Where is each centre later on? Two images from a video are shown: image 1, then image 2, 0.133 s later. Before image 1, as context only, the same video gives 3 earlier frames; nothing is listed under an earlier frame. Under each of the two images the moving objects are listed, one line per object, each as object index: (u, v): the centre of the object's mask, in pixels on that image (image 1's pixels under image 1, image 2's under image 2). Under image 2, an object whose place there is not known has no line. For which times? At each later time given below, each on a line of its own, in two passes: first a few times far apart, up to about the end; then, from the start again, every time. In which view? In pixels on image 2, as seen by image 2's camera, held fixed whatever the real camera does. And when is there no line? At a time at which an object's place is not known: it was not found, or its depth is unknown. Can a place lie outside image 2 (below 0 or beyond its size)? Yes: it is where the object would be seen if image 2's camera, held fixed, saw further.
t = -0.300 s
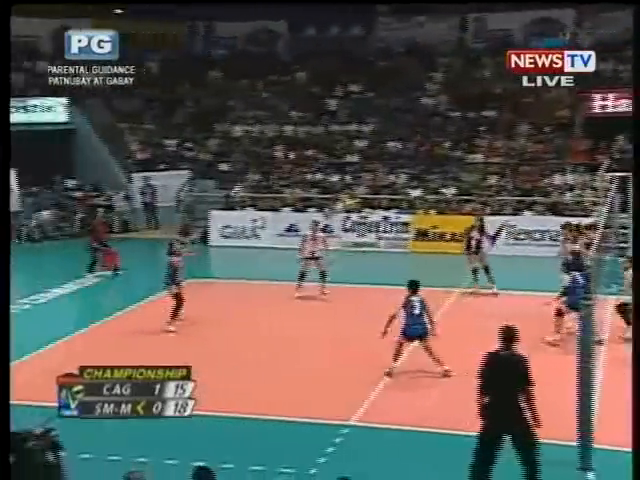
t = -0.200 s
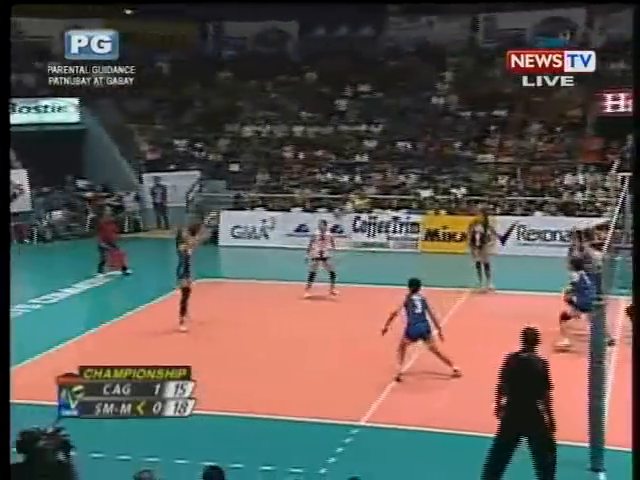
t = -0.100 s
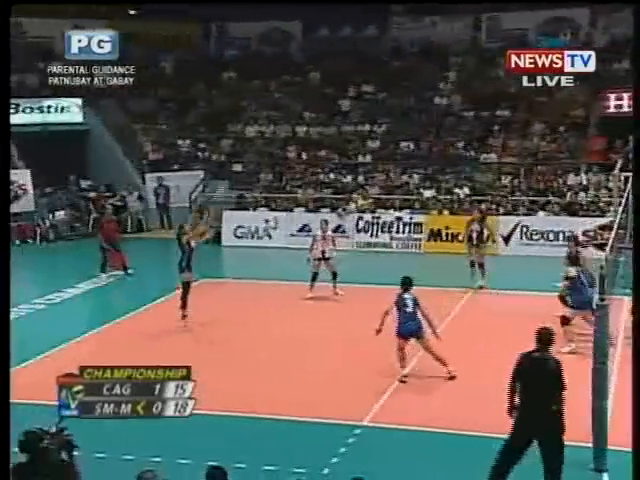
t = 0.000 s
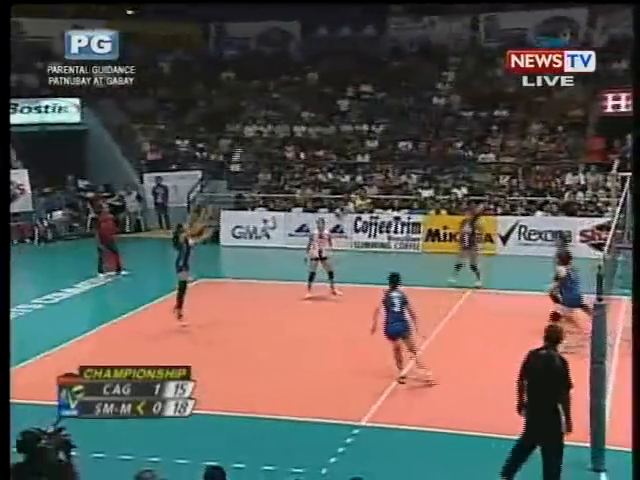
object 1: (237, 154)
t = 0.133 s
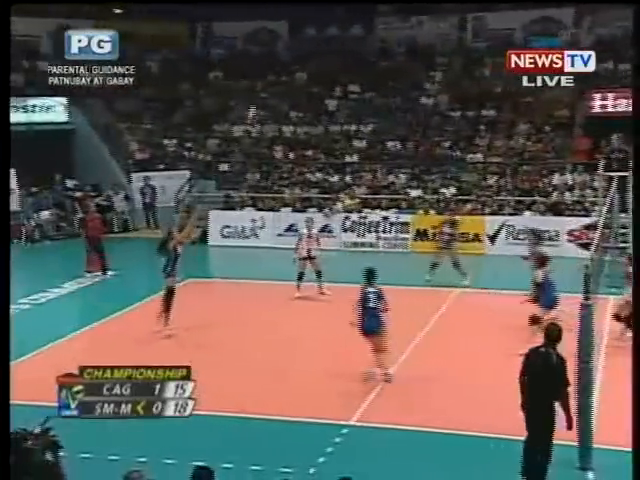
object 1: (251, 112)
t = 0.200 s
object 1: (265, 96)
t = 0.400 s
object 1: (303, 61)
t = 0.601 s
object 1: (342, 50)
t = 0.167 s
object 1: (258, 105)
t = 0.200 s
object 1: (265, 96)
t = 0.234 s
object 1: (271, 89)
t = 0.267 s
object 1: (277, 82)
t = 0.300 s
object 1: (284, 76)
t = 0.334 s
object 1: (290, 71)
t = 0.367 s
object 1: (296, 66)
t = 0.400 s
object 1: (303, 61)
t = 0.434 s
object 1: (308, 56)
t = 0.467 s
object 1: (315, 54)
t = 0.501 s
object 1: (321, 52)
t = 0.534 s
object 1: (329, 51)
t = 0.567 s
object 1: (335, 50)
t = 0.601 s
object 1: (342, 50)
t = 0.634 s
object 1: (349, 51)
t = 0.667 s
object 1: (356, 52)
